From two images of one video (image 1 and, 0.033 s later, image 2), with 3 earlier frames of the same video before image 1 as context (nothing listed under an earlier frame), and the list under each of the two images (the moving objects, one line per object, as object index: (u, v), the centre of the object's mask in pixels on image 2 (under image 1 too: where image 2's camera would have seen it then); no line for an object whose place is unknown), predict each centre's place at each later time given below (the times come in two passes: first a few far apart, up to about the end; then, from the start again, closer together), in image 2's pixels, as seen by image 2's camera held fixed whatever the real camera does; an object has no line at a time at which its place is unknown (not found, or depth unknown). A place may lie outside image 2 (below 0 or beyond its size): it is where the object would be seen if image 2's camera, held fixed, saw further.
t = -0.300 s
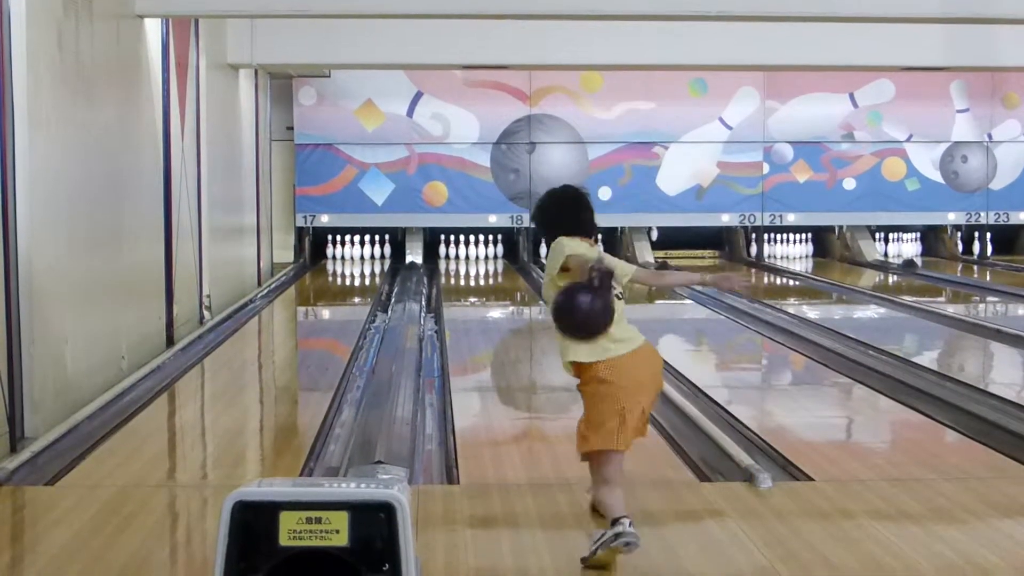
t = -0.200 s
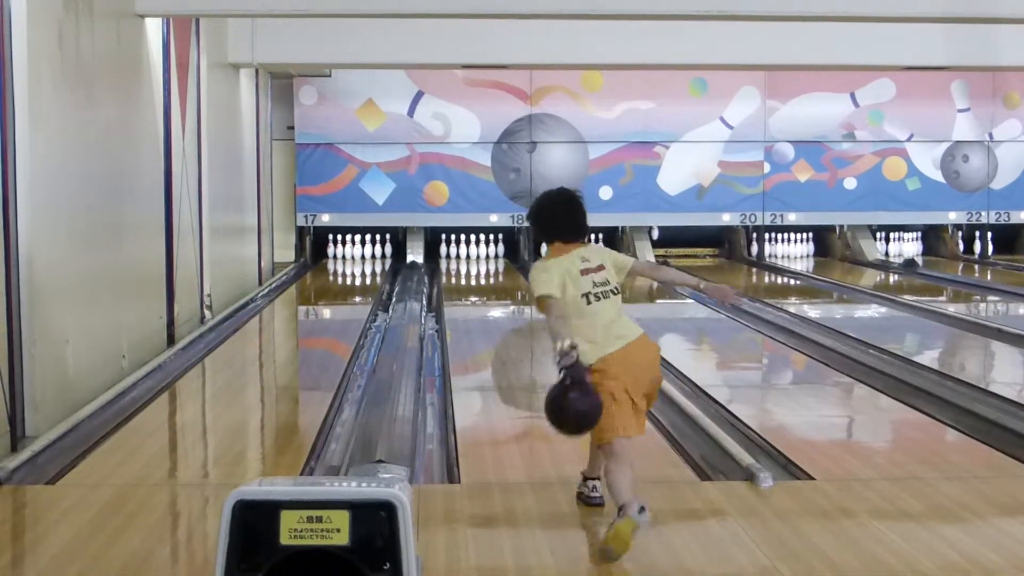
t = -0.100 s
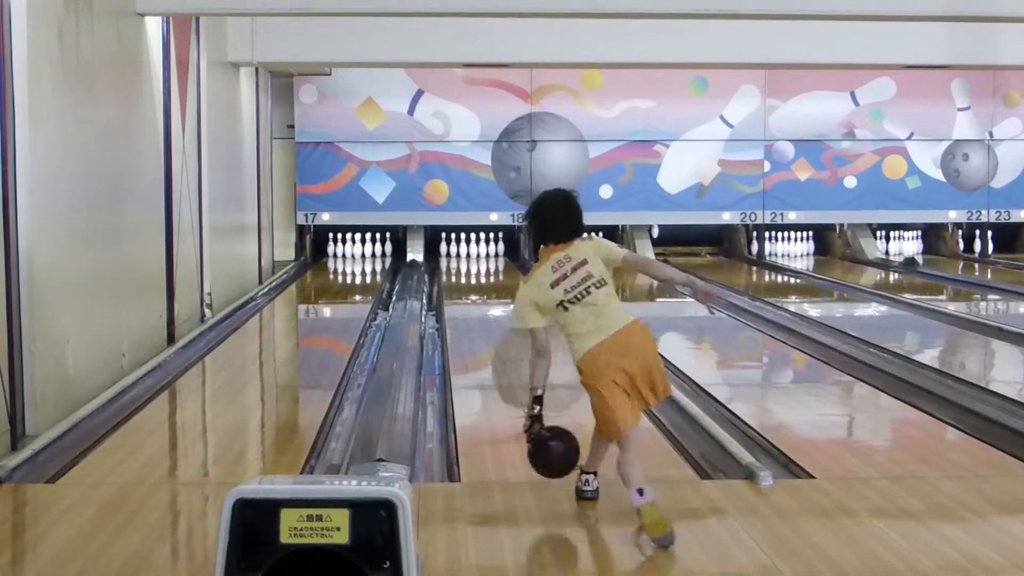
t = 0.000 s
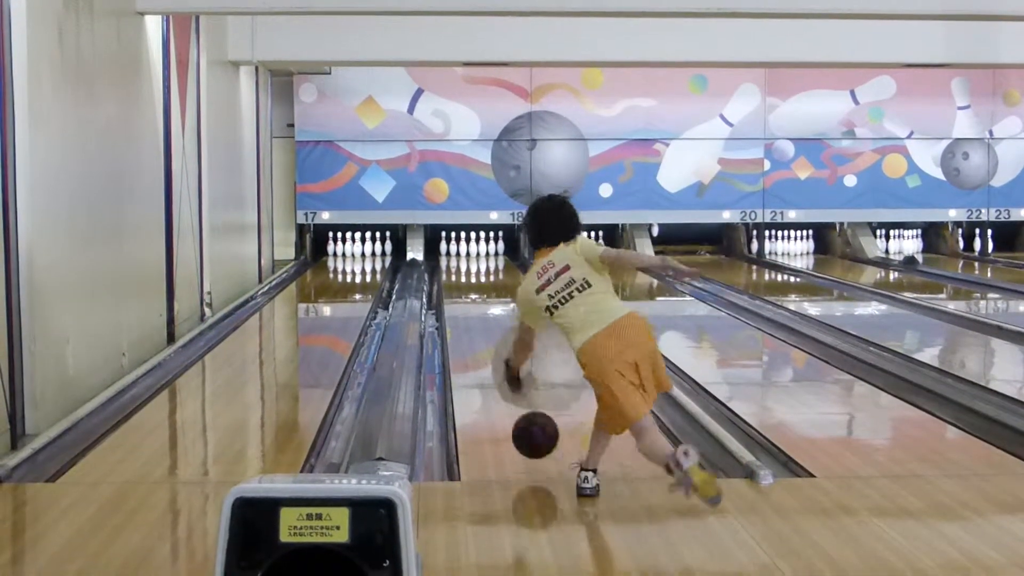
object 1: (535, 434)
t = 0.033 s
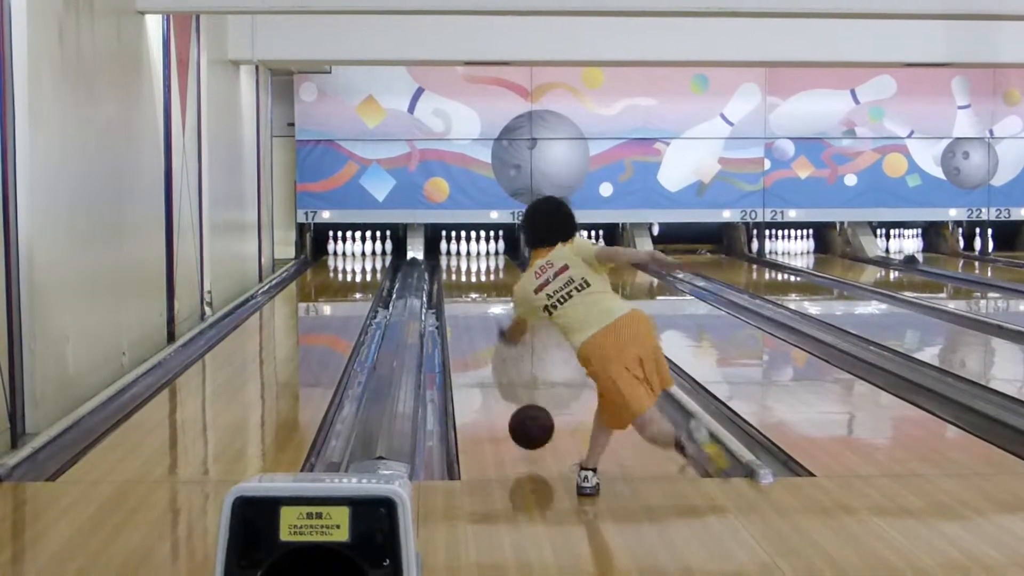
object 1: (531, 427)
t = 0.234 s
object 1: (512, 395)
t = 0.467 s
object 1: (496, 359)
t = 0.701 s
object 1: (485, 333)
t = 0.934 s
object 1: (478, 313)
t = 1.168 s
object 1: (473, 298)
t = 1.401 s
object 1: (468, 286)
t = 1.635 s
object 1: (465, 276)
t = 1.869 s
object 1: (463, 267)
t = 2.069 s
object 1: (464, 261)
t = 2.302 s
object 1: (465, 255)
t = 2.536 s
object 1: (469, 250)
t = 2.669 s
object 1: (469, 249)
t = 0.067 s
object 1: (527, 422)
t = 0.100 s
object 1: (524, 420)
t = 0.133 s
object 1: (521, 413)
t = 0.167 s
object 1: (518, 406)
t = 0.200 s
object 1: (515, 401)
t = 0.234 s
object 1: (512, 395)
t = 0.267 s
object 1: (509, 388)
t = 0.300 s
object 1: (507, 383)
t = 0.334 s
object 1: (505, 378)
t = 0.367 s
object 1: (502, 373)
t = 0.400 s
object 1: (500, 368)
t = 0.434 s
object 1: (498, 363)
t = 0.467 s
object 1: (496, 359)
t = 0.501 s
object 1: (495, 354)
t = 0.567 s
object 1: (488, 348)
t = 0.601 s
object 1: (489, 343)
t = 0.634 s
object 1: (488, 340)
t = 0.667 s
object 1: (487, 336)
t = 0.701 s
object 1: (485, 333)
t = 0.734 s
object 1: (484, 330)
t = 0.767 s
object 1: (483, 327)
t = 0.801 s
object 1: (482, 324)
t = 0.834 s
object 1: (481, 321)
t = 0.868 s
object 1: (480, 318)
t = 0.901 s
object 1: (479, 316)
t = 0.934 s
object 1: (478, 313)
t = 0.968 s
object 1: (477, 310)
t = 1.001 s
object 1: (476, 308)
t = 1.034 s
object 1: (475, 306)
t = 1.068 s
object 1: (474, 304)
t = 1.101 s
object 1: (474, 302)
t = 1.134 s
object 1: (473, 300)
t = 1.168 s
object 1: (473, 298)
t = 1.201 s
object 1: (472, 296)
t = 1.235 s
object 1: (471, 294)
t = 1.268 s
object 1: (471, 292)
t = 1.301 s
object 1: (470, 290)
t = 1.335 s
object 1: (470, 289)
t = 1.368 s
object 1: (469, 287)
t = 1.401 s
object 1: (468, 286)
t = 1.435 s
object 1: (468, 285)
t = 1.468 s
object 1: (468, 283)
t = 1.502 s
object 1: (467, 282)
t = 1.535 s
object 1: (465, 280)
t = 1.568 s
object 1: (466, 278)
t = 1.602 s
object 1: (466, 277)
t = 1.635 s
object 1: (465, 276)
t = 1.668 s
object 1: (465, 274)
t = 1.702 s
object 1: (464, 273)
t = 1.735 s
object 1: (464, 271)
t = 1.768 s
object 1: (464, 270)
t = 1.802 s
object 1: (464, 269)
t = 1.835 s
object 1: (464, 268)
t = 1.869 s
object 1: (463, 267)
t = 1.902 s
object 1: (464, 266)
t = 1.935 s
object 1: (464, 265)
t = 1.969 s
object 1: (463, 264)
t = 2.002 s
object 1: (464, 264)
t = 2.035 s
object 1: (463, 262)
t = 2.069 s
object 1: (464, 261)
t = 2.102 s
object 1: (463, 260)
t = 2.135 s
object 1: (464, 259)
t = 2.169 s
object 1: (464, 258)
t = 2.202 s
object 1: (465, 257)
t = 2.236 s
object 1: (465, 256)
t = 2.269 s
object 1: (465, 255)
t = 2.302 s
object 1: (465, 255)
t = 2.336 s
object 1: (466, 254)
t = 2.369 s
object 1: (466, 253)
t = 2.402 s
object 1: (467, 253)
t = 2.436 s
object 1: (468, 252)
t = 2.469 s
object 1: (468, 251)
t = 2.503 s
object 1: (469, 251)
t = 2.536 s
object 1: (469, 250)
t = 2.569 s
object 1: (468, 250)
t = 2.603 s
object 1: (468, 249)
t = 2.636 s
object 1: (469, 249)
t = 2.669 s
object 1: (469, 249)
